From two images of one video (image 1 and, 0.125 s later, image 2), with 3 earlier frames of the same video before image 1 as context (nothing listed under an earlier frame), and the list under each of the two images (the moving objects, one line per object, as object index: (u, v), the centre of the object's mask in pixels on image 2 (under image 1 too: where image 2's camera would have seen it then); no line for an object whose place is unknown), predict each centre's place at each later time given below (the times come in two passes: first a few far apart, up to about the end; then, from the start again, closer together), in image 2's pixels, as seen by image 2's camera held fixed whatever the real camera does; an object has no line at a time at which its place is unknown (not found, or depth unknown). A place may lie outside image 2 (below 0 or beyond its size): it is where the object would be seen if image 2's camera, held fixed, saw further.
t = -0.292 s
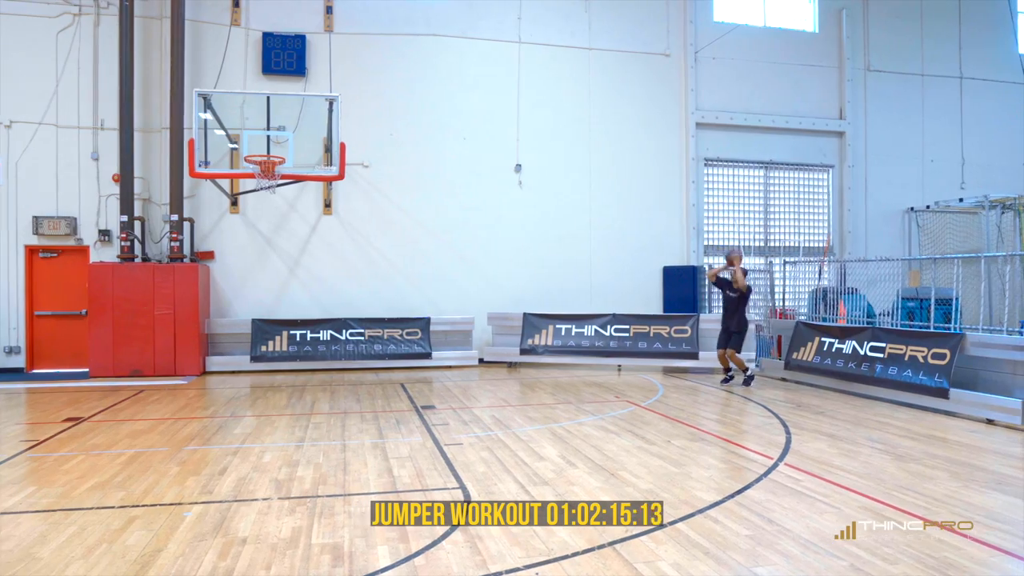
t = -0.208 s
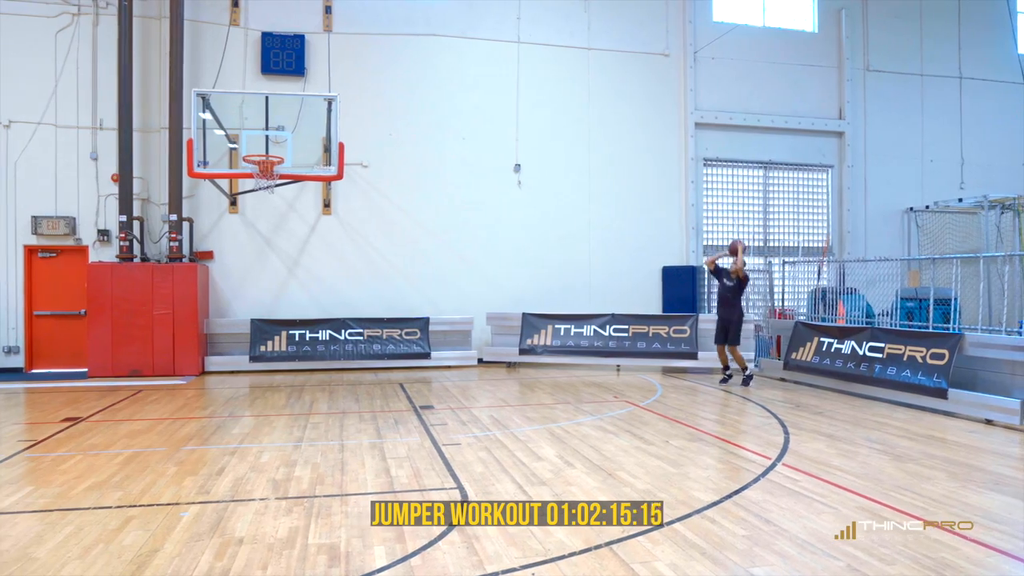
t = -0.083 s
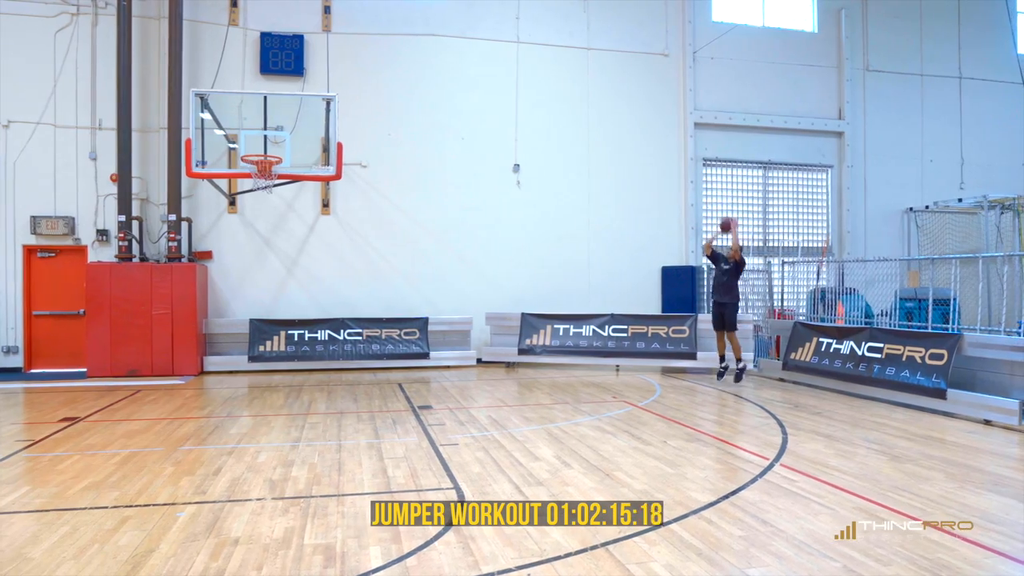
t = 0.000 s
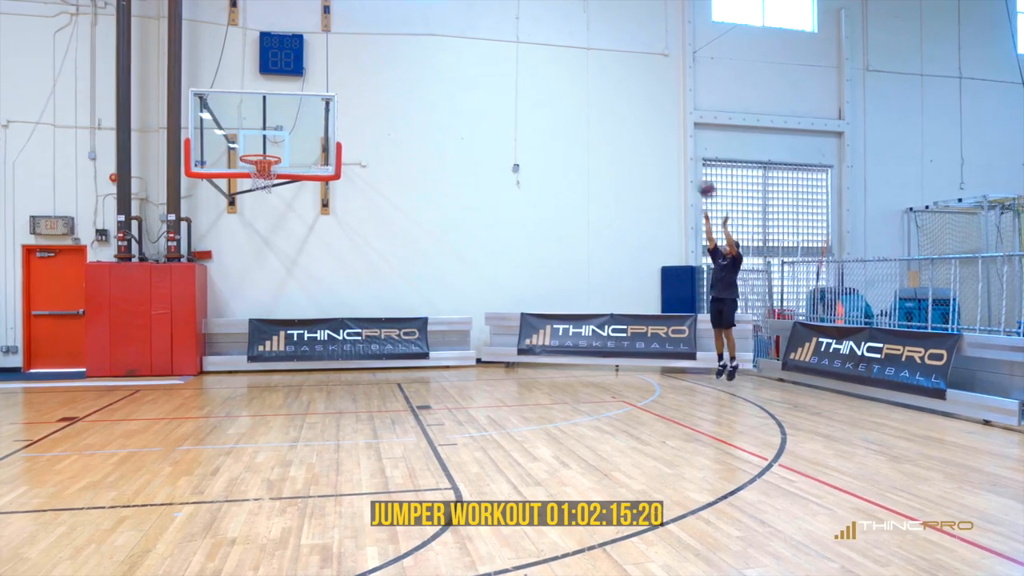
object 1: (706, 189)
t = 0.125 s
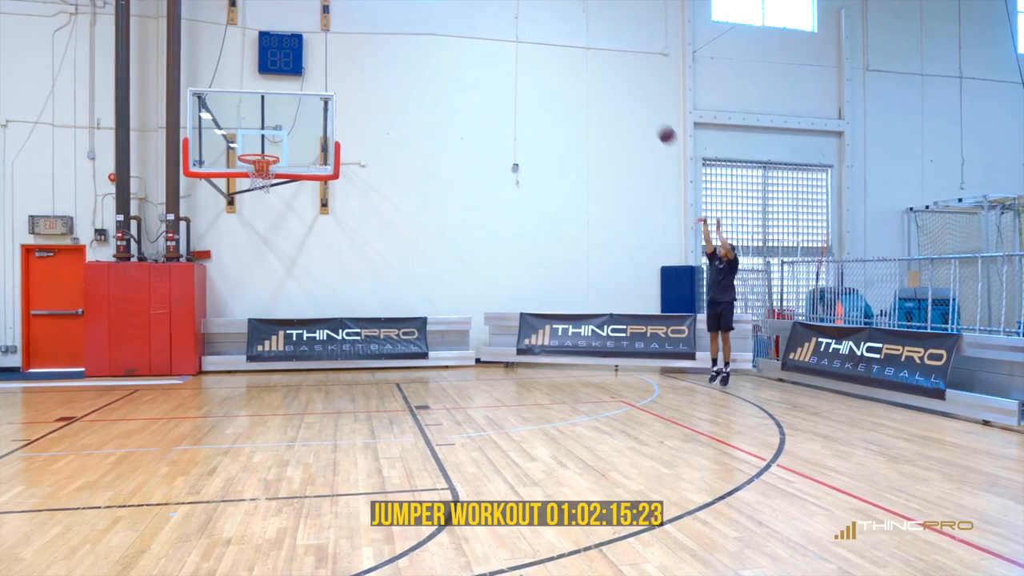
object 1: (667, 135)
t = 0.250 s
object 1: (625, 90)
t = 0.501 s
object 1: (541, 30)
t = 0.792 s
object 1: (439, 17)
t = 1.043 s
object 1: (347, 57)
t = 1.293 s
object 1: (253, 148)
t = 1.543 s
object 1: (239, 204)
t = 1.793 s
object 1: (244, 285)
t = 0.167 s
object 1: (653, 119)
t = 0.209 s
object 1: (639, 104)
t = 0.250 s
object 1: (625, 90)
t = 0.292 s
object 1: (611, 77)
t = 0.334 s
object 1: (598, 65)
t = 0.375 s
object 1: (584, 55)
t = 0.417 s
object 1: (570, 46)
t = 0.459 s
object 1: (555, 38)
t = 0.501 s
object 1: (541, 30)
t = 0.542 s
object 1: (526, 25)
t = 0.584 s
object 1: (512, 21)
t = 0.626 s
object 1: (498, 17)
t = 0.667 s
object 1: (483, 15)
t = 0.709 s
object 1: (469, 15)
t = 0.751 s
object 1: (454, 15)
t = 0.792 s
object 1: (439, 17)
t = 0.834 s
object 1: (424, 21)
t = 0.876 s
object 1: (409, 25)
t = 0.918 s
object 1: (394, 31)
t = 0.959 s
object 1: (378, 38)
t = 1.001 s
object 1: (363, 47)
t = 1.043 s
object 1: (347, 57)
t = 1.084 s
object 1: (332, 69)
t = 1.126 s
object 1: (316, 82)
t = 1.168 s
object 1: (301, 97)
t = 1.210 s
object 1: (286, 113)
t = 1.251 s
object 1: (270, 131)
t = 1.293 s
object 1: (253, 148)
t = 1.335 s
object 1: (242, 168)
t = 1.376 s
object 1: (238, 176)
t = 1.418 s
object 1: (239, 180)
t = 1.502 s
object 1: (240, 195)
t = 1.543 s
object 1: (239, 204)
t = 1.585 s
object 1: (240, 214)
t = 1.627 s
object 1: (241, 225)
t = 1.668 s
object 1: (242, 238)
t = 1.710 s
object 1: (242, 253)
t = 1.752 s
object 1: (243, 268)
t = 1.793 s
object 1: (244, 285)
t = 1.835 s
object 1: (245, 304)
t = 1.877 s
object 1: (245, 322)
